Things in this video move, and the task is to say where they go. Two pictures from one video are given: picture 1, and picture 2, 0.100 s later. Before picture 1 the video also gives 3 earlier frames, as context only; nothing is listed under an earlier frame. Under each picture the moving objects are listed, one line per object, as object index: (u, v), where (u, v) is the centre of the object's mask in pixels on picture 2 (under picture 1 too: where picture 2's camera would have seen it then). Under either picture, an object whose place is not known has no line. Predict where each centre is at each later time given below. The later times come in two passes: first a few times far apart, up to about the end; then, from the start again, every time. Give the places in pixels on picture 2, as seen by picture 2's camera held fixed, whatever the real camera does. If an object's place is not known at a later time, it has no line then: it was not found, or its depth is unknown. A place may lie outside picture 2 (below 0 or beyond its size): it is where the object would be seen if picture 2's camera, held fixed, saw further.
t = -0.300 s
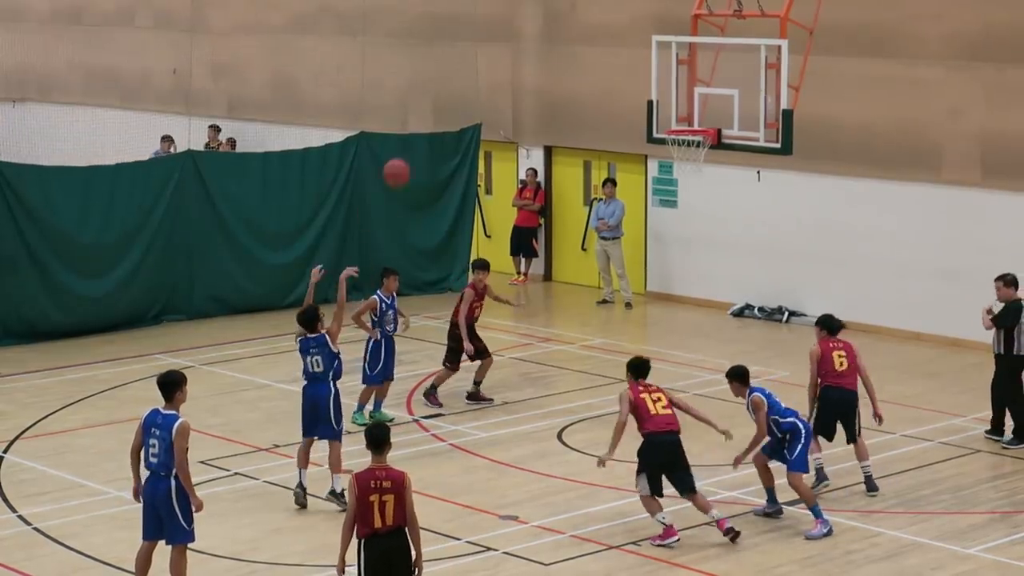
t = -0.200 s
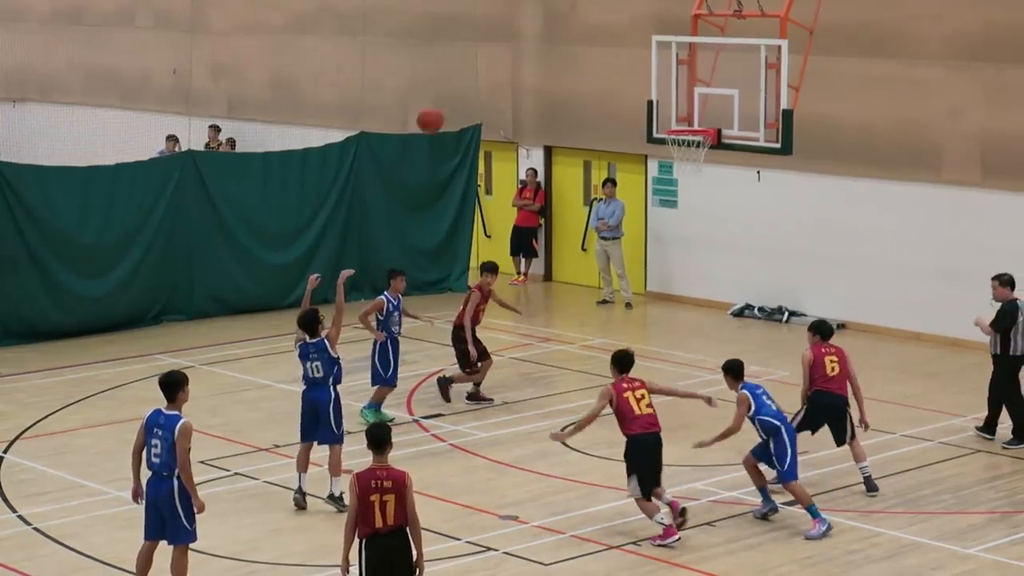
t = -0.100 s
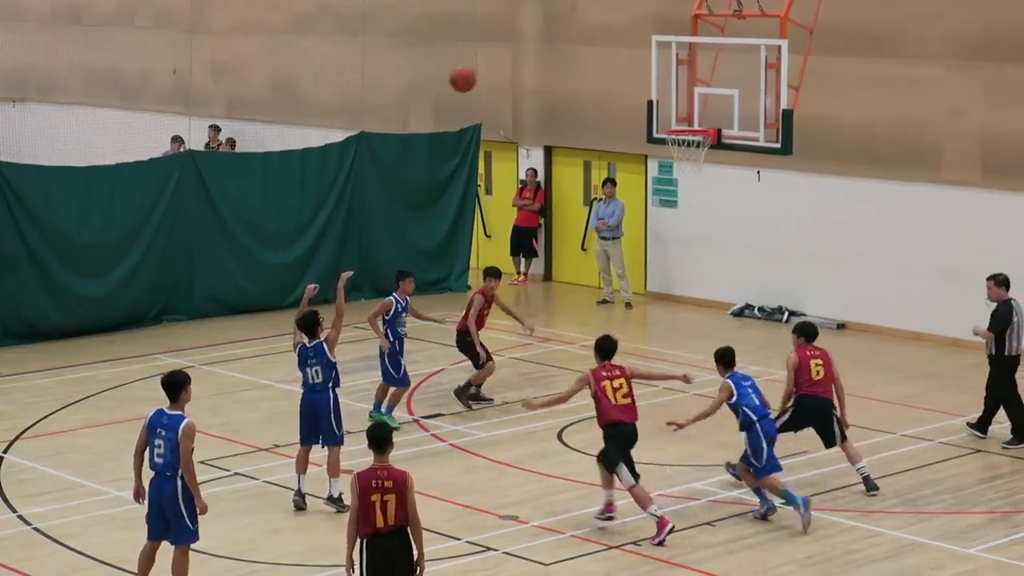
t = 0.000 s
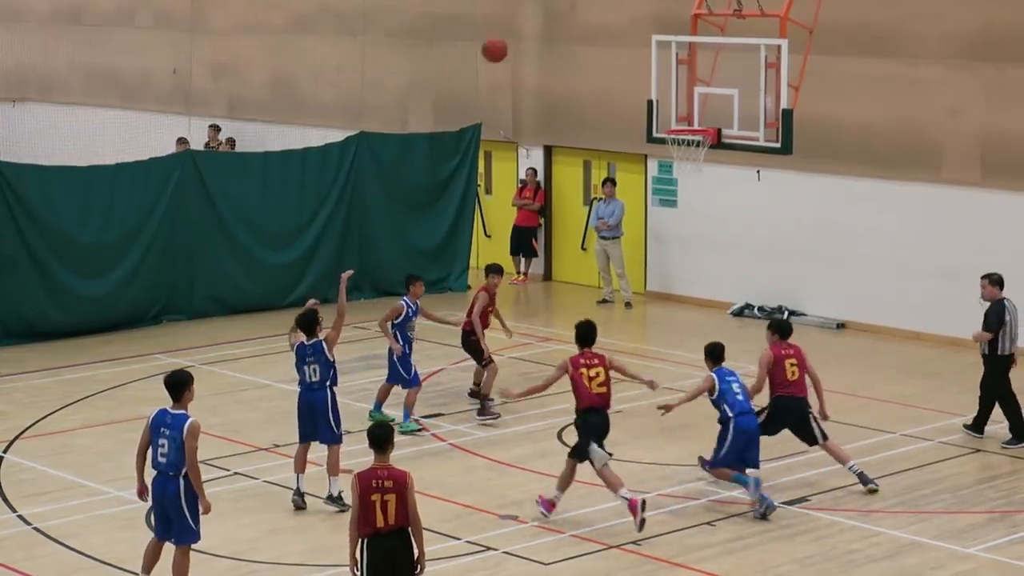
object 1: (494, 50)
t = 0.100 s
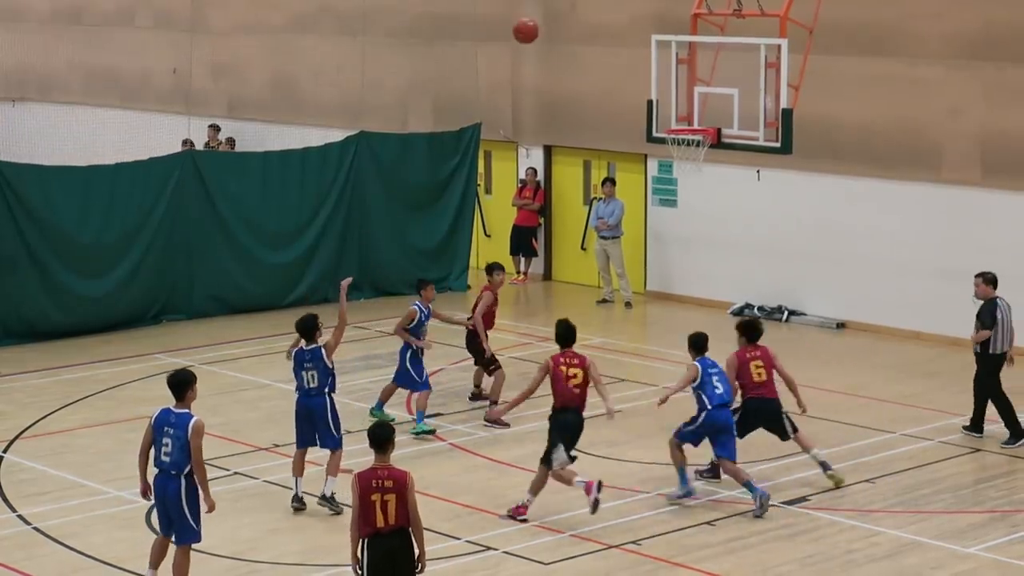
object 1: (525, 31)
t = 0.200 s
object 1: (556, 24)
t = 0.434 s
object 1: (624, 46)
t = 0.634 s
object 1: (678, 106)
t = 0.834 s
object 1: (670, 91)
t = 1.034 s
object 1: (639, 94)
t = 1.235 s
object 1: (608, 135)
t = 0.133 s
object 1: (536, 27)
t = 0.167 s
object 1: (546, 25)
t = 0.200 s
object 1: (556, 24)
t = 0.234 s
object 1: (566, 24)
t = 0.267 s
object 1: (576, 24)
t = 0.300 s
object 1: (586, 26)
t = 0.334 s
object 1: (595, 30)
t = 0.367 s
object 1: (605, 34)
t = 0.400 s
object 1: (614, 39)
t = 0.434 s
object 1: (624, 46)
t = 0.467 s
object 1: (633, 53)
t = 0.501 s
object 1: (642, 62)
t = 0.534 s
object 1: (651, 71)
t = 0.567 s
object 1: (660, 82)
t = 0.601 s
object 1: (668, 93)
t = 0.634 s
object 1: (678, 106)
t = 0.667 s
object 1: (685, 119)
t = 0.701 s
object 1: (689, 112)
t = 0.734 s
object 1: (687, 105)
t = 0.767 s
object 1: (681, 99)
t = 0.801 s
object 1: (676, 94)
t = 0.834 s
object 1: (670, 91)
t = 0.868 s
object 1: (666, 89)
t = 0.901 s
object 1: (660, 87)
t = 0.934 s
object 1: (656, 87)
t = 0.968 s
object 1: (650, 89)
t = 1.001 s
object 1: (645, 91)
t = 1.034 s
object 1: (639, 94)
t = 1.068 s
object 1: (635, 98)
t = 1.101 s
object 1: (629, 103)
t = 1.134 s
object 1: (624, 110)
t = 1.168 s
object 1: (618, 117)
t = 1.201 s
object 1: (613, 126)
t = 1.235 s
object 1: (608, 135)
